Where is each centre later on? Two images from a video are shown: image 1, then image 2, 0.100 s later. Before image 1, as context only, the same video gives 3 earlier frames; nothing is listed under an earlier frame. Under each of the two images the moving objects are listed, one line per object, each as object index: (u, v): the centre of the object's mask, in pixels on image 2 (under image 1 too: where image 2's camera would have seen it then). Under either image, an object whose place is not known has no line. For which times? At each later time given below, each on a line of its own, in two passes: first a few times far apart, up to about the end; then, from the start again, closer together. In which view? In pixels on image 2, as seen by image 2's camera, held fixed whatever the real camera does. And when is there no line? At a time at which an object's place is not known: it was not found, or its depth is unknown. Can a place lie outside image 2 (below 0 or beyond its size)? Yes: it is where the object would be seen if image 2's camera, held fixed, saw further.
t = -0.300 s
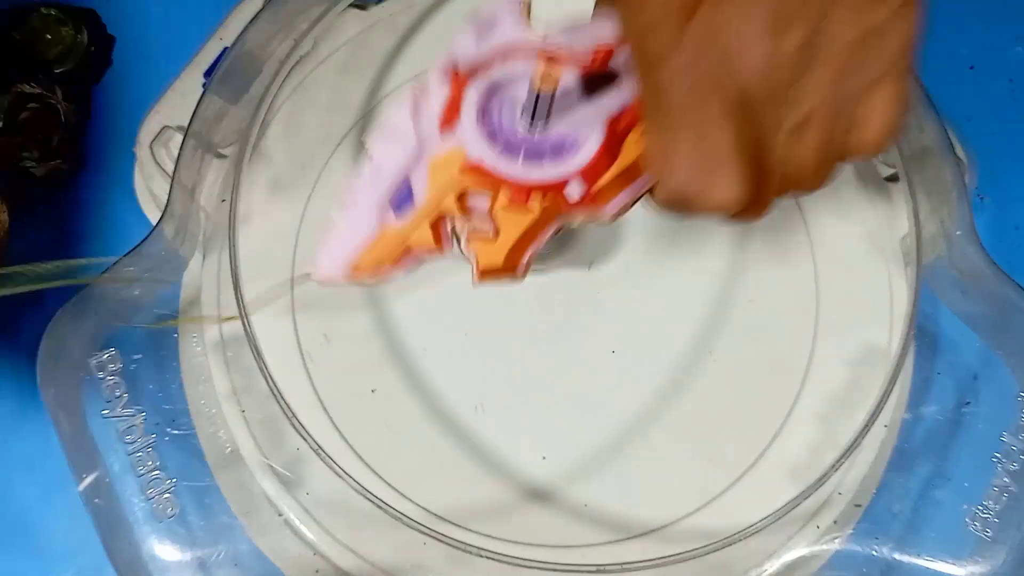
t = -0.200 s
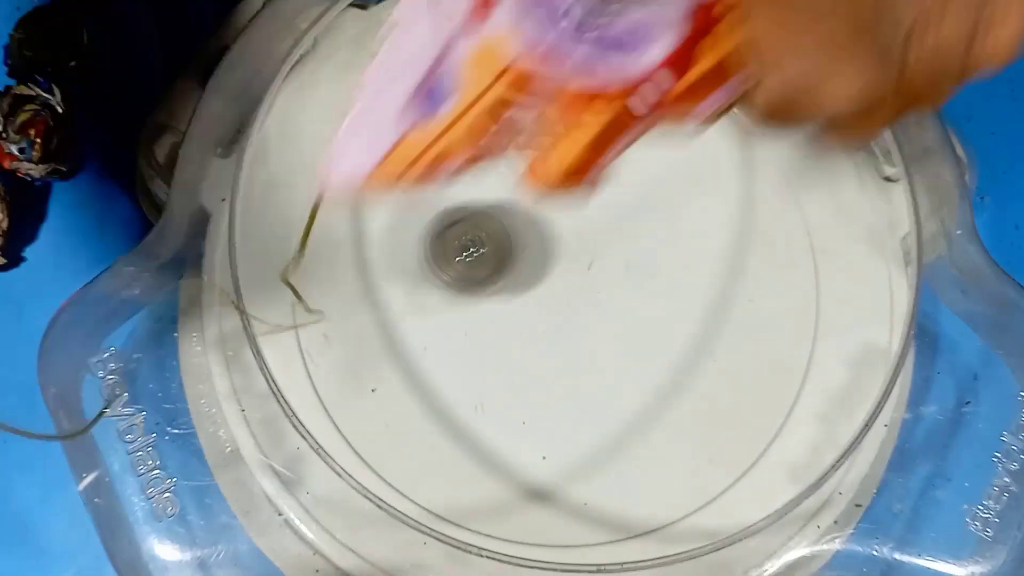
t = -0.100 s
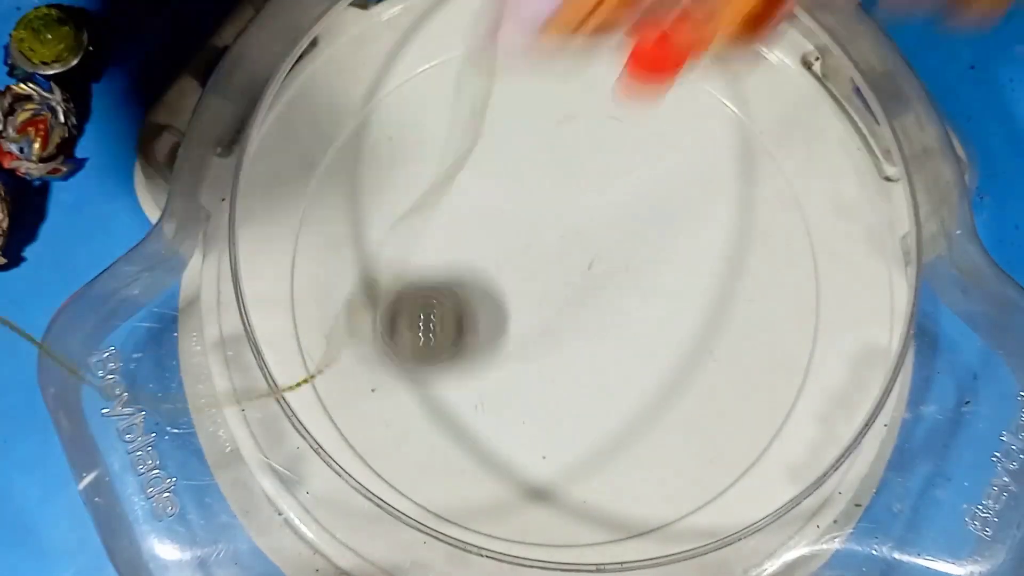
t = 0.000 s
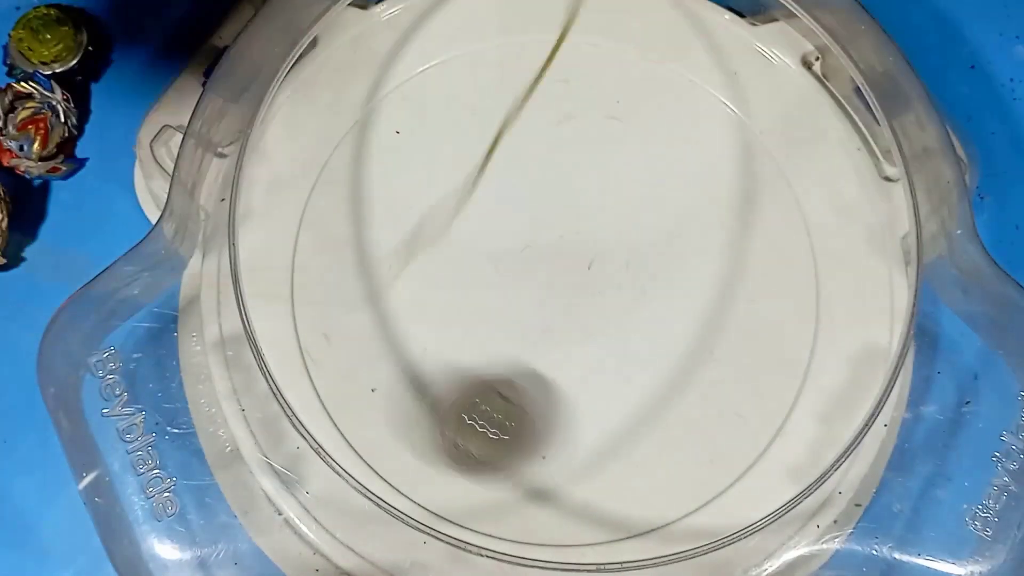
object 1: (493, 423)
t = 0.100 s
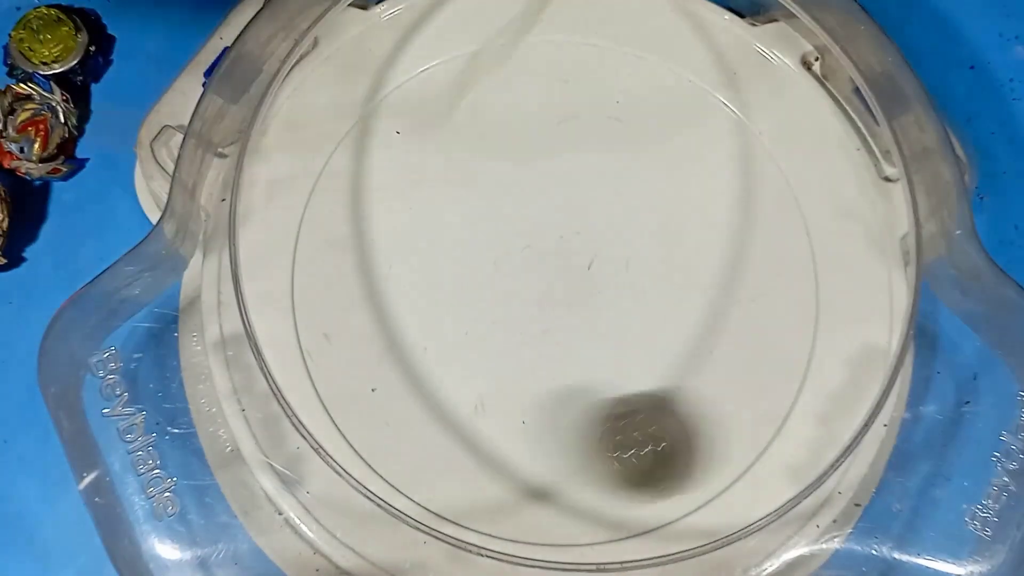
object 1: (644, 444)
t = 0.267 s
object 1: (816, 240)
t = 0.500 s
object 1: (432, 54)
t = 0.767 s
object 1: (655, 511)
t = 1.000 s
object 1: (729, 84)
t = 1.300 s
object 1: (347, 415)
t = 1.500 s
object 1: (796, 403)
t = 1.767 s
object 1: (526, 35)
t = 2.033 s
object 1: (416, 479)
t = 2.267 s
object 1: (822, 285)
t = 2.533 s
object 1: (469, 63)
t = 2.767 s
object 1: (426, 484)
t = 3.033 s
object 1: (823, 254)
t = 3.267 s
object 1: (512, 66)
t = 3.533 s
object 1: (404, 468)
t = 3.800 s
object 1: (806, 293)
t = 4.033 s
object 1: (543, 56)
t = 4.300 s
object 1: (336, 394)
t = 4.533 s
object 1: (743, 454)
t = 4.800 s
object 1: (712, 69)
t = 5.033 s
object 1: (348, 134)
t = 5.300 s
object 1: (567, 490)
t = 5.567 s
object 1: (815, 216)
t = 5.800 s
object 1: (534, 66)
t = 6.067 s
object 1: (444, 403)
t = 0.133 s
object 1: (696, 424)
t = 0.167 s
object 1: (739, 392)
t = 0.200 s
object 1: (777, 347)
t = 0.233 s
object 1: (801, 298)
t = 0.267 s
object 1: (816, 240)
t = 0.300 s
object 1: (816, 189)
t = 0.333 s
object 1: (781, 131)
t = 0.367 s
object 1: (738, 83)
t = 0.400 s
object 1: (668, 42)
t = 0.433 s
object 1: (589, 30)
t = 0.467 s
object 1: (510, 34)
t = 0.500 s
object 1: (432, 54)
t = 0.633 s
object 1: (324, 370)
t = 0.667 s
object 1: (381, 445)
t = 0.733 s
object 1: (569, 516)
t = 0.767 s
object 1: (655, 511)
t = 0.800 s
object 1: (732, 474)
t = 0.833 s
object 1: (788, 416)
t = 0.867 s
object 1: (823, 344)
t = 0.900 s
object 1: (831, 275)
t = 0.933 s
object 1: (816, 203)
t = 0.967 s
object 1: (778, 138)
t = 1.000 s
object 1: (729, 84)
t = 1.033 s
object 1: (656, 43)
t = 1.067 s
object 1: (584, 34)
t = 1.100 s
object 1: (515, 35)
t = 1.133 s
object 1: (434, 57)
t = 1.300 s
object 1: (347, 415)
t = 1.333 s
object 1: (416, 477)
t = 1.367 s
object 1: (508, 510)
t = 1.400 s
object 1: (598, 519)
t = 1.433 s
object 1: (674, 505)
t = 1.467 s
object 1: (747, 464)
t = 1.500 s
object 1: (796, 403)
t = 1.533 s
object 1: (822, 332)
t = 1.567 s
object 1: (827, 265)
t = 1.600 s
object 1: (808, 198)
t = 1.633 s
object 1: (773, 136)
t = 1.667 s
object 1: (724, 85)
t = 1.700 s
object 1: (657, 46)
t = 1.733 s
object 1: (588, 36)
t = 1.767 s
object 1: (526, 35)
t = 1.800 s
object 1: (467, 45)
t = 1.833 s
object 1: (402, 84)
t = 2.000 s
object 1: (354, 424)
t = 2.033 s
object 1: (416, 479)
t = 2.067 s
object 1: (500, 508)
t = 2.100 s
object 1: (585, 519)
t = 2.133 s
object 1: (663, 507)
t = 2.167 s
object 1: (731, 471)
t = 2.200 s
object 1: (784, 415)
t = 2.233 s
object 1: (815, 351)
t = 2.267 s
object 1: (822, 285)
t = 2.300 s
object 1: (813, 218)
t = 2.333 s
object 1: (788, 162)
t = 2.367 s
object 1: (751, 112)
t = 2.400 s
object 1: (699, 70)
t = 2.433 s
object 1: (638, 43)
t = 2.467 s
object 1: (579, 38)
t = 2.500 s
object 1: (523, 41)
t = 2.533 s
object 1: (469, 63)
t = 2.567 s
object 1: (417, 102)
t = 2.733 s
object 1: (365, 430)
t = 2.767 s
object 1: (426, 484)
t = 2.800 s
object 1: (502, 504)
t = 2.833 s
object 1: (580, 517)
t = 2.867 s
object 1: (649, 507)
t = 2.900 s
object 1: (716, 477)
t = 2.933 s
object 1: (768, 433)
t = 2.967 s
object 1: (804, 376)
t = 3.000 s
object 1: (819, 315)
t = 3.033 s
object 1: (823, 254)
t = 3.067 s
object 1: (805, 200)
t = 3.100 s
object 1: (777, 149)
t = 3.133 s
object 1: (740, 108)
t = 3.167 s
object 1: (687, 75)
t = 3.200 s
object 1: (628, 59)
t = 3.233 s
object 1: (567, 56)
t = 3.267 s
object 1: (512, 66)
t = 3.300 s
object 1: (460, 87)
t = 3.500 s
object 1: (350, 414)
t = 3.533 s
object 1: (404, 468)
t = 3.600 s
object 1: (562, 515)
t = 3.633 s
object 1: (632, 512)
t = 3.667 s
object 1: (695, 493)
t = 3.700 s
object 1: (745, 453)
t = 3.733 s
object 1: (783, 403)
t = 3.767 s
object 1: (803, 348)
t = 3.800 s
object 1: (806, 293)
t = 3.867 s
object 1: (779, 192)
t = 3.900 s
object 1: (744, 145)
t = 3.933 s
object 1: (698, 108)
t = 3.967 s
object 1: (651, 81)
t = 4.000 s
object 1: (598, 63)
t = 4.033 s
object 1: (543, 56)
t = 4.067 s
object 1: (492, 58)
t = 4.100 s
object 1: (437, 74)
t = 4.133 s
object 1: (389, 102)
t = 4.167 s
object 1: (337, 135)
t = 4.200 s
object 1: (307, 192)
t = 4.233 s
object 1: (297, 260)
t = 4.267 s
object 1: (306, 330)
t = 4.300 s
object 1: (336, 394)
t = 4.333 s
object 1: (384, 450)
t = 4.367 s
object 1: (451, 490)
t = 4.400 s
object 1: (513, 506)
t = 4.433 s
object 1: (583, 516)
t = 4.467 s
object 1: (644, 510)
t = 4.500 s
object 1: (699, 490)
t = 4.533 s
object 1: (743, 454)
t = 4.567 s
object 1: (780, 404)
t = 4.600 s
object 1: (810, 353)
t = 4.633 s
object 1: (820, 302)
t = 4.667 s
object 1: (825, 249)
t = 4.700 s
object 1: (817, 200)
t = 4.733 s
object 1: (790, 151)
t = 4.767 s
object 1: (758, 108)
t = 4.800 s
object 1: (712, 69)
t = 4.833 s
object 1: (655, 40)
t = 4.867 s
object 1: (600, 32)
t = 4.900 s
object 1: (544, 33)
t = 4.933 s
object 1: (488, 38)
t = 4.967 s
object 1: (431, 54)
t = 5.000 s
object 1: (383, 90)
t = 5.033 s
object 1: (348, 134)
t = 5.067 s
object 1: (324, 188)
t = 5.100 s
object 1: (318, 247)
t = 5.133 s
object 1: (326, 309)
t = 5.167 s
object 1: (350, 362)
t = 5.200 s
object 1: (390, 414)
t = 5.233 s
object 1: (447, 459)
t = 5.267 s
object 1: (507, 482)
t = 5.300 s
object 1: (567, 490)
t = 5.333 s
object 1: (630, 493)
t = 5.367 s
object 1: (688, 483)
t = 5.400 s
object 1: (739, 459)
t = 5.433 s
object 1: (781, 426)
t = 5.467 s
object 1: (810, 380)
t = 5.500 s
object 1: (823, 324)
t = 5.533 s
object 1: (827, 269)
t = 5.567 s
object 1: (815, 216)
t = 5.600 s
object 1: (797, 169)
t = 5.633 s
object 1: (768, 125)
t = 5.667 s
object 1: (731, 91)
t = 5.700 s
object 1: (685, 69)
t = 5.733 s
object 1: (636, 57)
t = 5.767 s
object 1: (585, 57)
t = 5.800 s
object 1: (534, 66)
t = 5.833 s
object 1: (488, 88)
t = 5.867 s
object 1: (449, 120)
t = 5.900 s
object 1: (414, 164)
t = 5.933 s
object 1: (398, 213)
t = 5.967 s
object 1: (390, 261)
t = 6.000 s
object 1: (396, 310)
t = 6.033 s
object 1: (415, 358)
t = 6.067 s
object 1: (444, 403)
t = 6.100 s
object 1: (484, 450)
